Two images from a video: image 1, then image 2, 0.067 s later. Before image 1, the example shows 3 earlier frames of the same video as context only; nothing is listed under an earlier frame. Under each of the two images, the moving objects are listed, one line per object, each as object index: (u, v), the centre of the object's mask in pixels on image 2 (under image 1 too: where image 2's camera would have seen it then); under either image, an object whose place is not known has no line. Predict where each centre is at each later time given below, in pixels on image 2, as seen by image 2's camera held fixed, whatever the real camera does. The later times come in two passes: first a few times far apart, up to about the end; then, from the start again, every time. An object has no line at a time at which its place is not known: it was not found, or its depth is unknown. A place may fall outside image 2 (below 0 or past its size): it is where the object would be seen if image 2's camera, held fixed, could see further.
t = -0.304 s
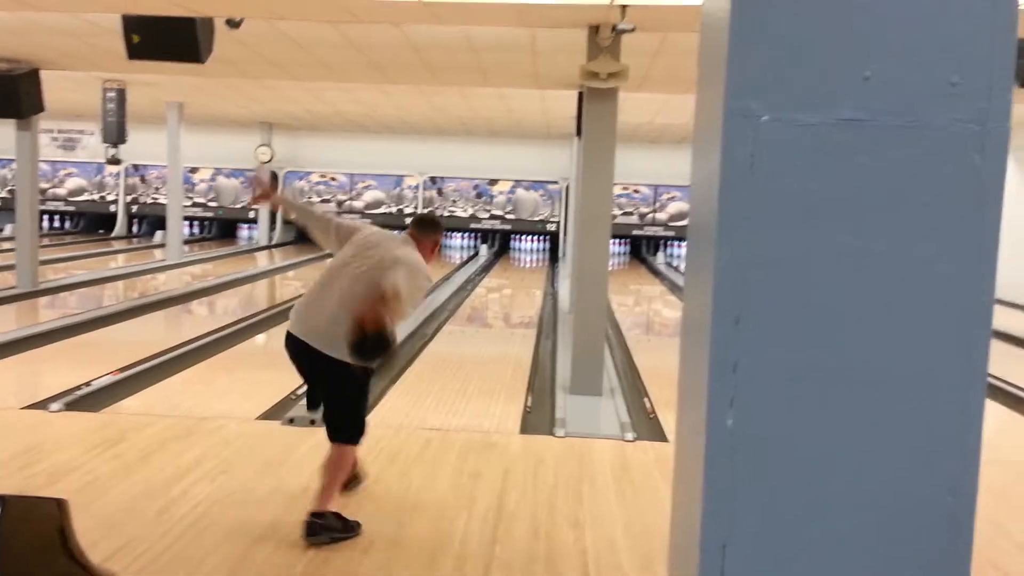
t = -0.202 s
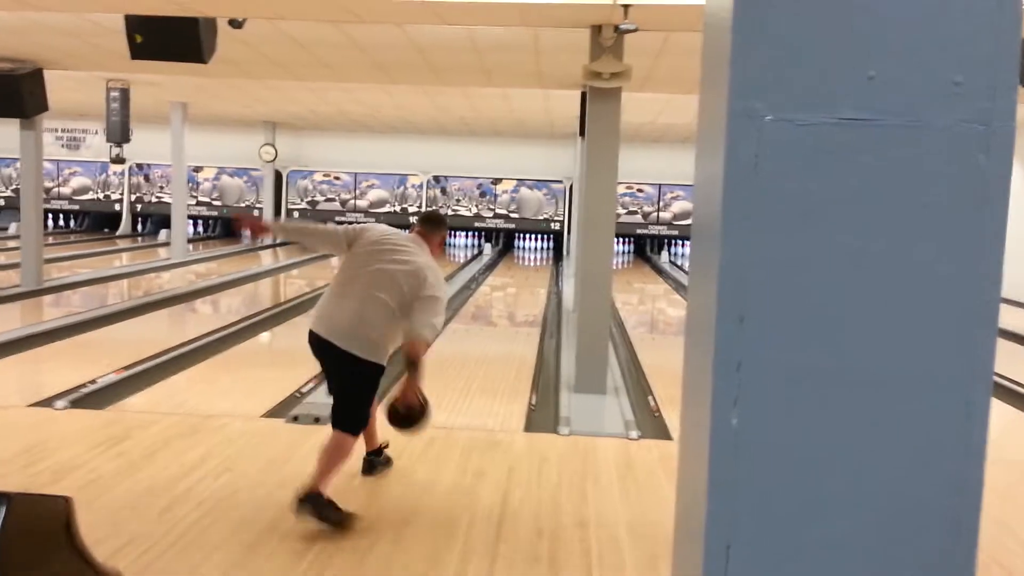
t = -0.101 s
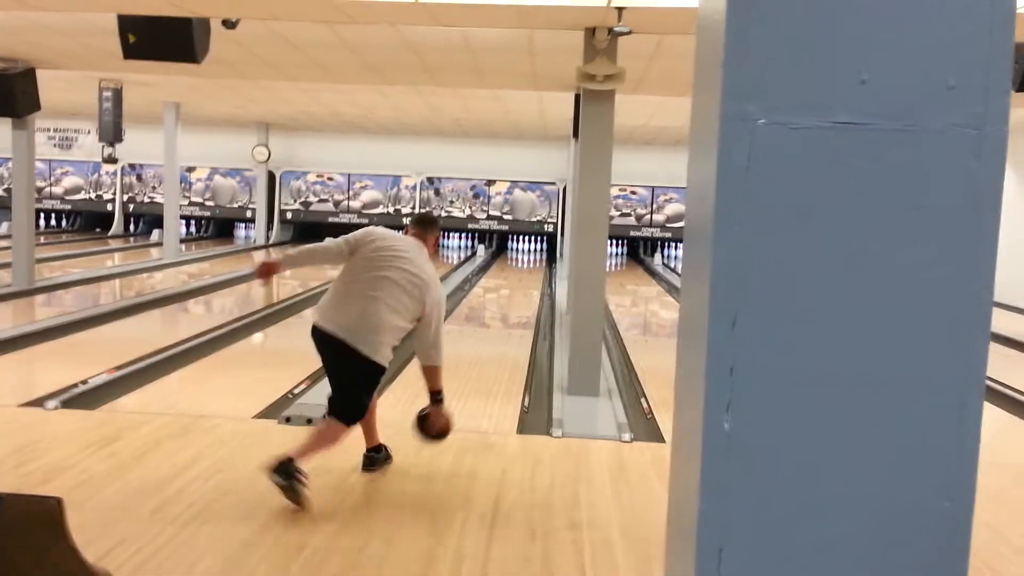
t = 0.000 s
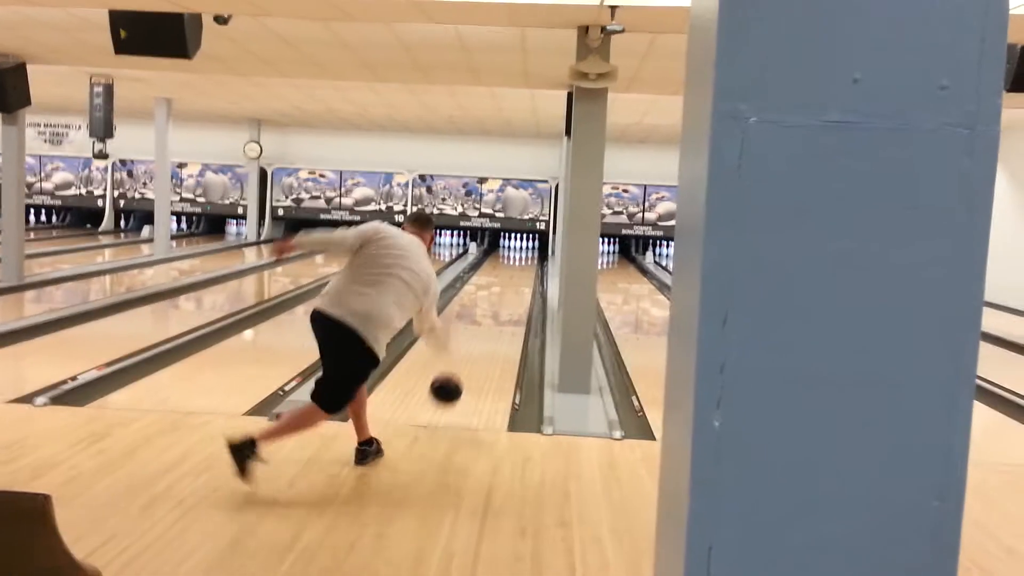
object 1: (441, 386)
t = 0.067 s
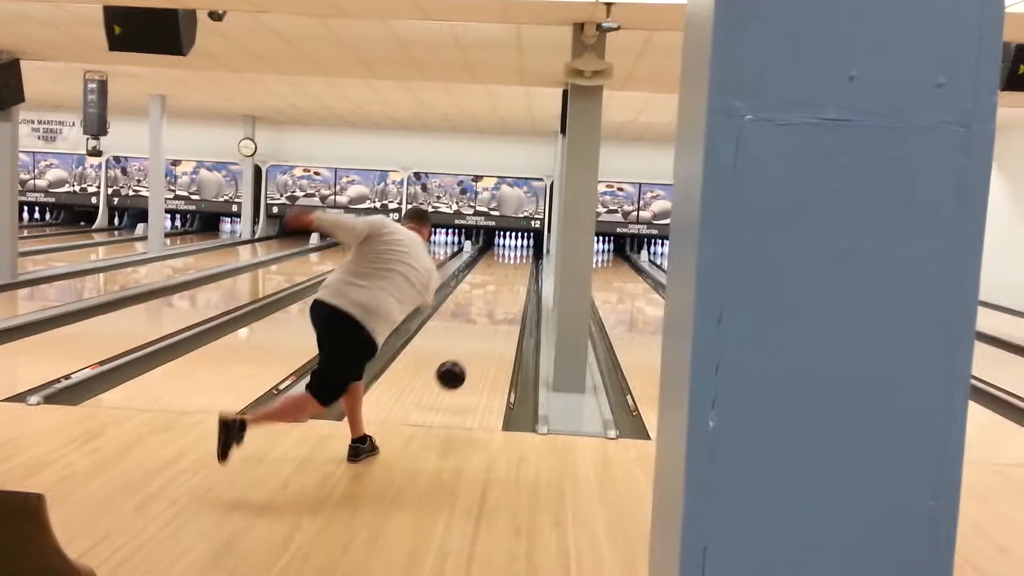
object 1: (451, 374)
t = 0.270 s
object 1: (472, 353)
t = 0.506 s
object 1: (488, 321)
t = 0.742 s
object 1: (499, 300)
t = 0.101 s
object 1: (455, 371)
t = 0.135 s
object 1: (459, 368)
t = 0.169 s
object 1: (462, 368)
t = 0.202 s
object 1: (466, 365)
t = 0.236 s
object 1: (469, 359)
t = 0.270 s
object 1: (472, 353)
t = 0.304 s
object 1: (475, 347)
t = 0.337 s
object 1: (478, 342)
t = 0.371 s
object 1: (480, 337)
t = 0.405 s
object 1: (483, 333)
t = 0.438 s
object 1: (485, 329)
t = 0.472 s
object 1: (487, 325)
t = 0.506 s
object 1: (488, 321)
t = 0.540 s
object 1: (491, 318)
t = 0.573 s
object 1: (492, 315)
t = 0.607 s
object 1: (493, 312)
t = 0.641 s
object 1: (495, 308)
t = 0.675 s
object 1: (496, 306)
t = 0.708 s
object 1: (498, 302)
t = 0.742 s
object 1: (499, 300)
